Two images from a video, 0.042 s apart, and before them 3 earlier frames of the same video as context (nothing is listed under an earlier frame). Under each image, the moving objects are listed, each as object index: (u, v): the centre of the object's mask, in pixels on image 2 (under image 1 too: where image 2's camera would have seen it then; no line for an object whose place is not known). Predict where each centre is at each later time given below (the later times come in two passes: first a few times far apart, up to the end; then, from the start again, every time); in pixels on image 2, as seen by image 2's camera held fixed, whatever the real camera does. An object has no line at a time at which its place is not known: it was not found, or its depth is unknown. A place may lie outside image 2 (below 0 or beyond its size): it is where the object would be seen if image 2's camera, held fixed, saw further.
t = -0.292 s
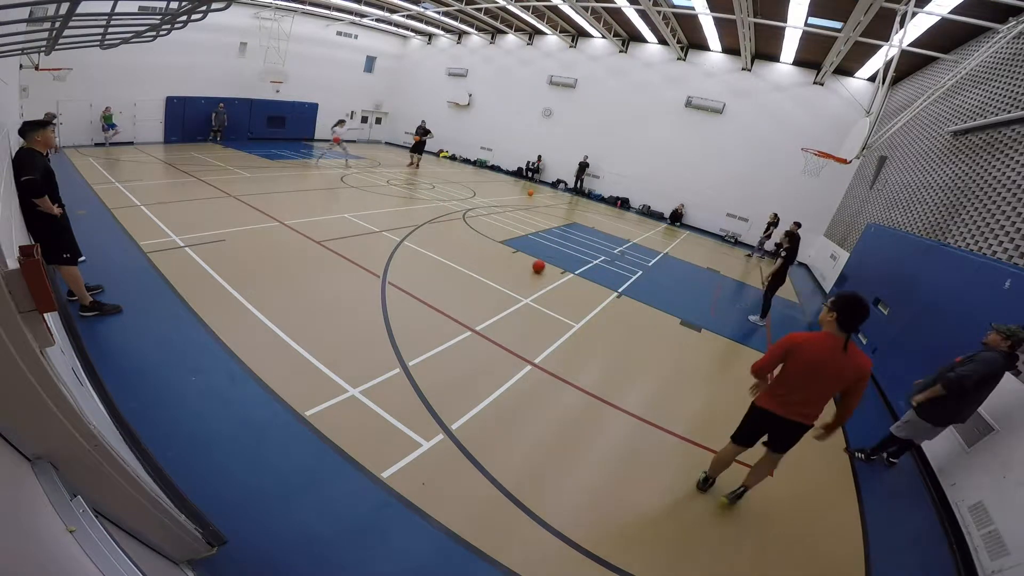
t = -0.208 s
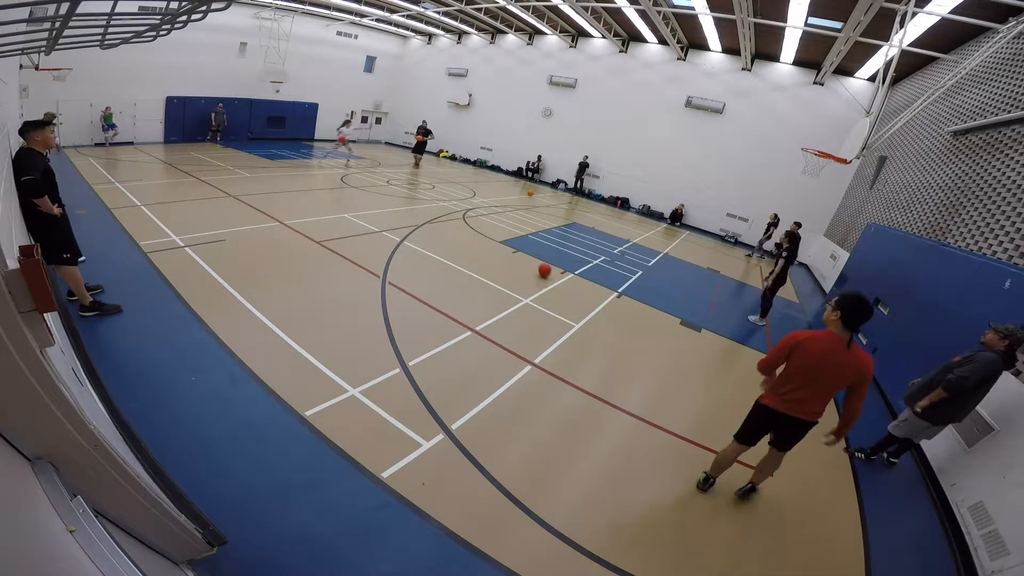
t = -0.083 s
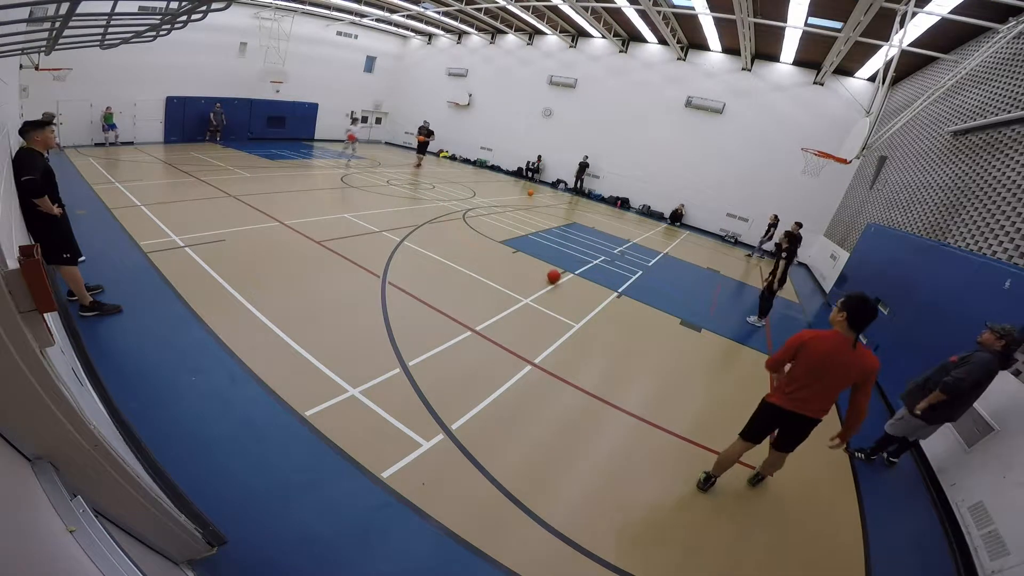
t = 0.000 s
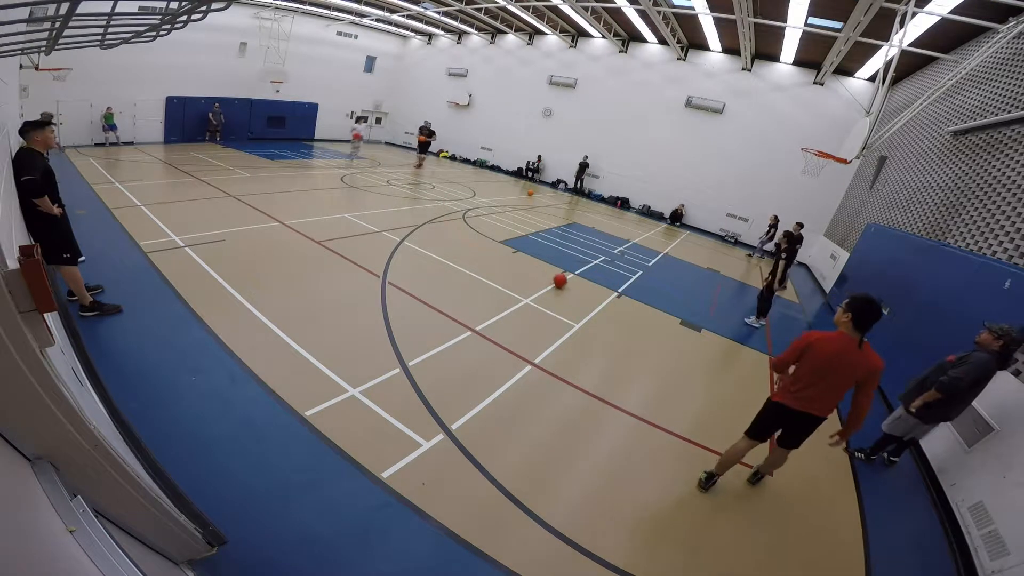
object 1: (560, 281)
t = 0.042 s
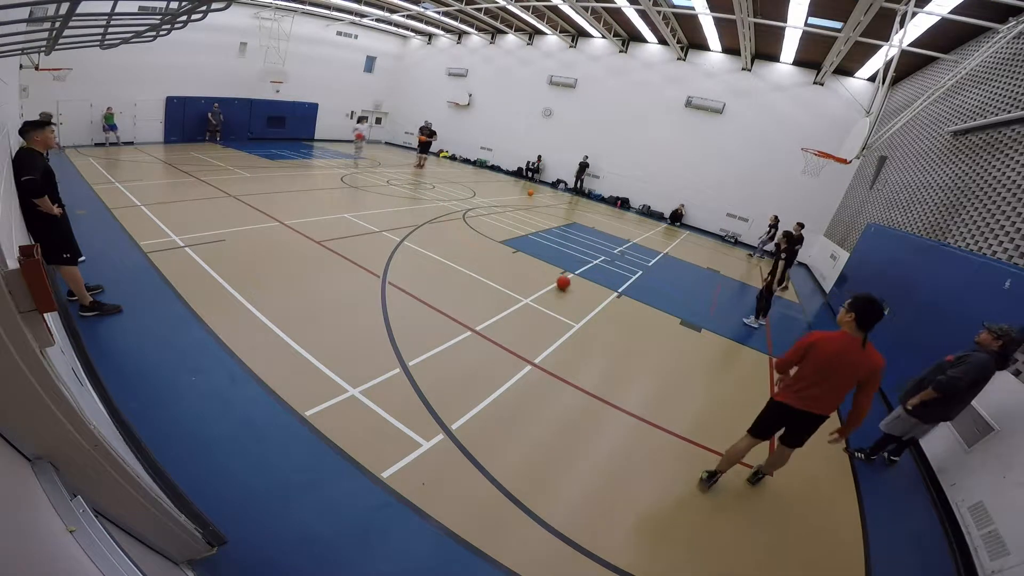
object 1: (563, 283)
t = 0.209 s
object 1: (576, 292)
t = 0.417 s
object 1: (594, 304)
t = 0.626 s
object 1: (613, 317)
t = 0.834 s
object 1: (632, 330)
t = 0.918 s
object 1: (641, 336)
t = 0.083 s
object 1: (566, 285)
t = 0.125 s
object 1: (570, 288)
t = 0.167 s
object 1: (573, 290)
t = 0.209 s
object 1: (576, 292)
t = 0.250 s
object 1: (580, 294)
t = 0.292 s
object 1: (583, 297)
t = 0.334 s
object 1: (587, 299)
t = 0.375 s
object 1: (590, 301)
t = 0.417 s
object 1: (594, 304)
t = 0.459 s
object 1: (597, 306)
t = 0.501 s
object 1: (601, 309)
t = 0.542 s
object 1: (605, 312)
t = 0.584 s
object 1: (609, 314)
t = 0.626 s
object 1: (613, 317)
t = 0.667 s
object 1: (617, 319)
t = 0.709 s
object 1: (620, 322)
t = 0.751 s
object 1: (624, 325)
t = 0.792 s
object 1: (628, 328)
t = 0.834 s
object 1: (632, 330)
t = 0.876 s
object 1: (637, 333)
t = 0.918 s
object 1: (641, 336)
